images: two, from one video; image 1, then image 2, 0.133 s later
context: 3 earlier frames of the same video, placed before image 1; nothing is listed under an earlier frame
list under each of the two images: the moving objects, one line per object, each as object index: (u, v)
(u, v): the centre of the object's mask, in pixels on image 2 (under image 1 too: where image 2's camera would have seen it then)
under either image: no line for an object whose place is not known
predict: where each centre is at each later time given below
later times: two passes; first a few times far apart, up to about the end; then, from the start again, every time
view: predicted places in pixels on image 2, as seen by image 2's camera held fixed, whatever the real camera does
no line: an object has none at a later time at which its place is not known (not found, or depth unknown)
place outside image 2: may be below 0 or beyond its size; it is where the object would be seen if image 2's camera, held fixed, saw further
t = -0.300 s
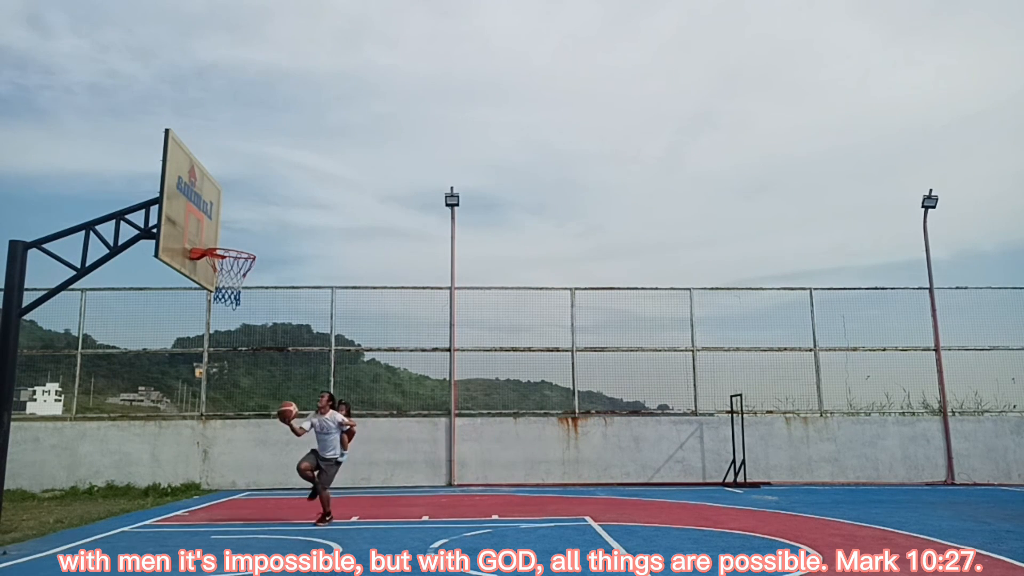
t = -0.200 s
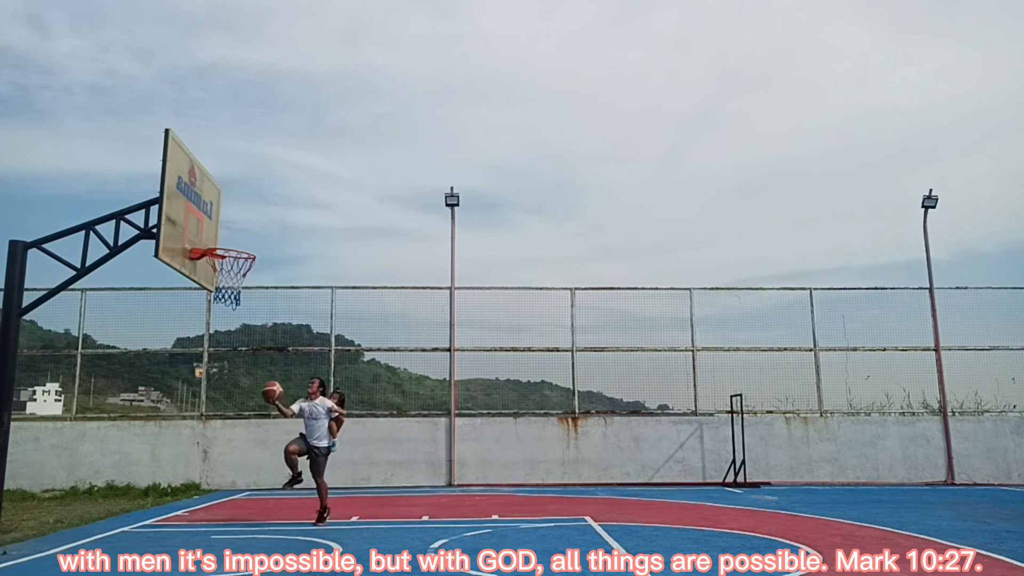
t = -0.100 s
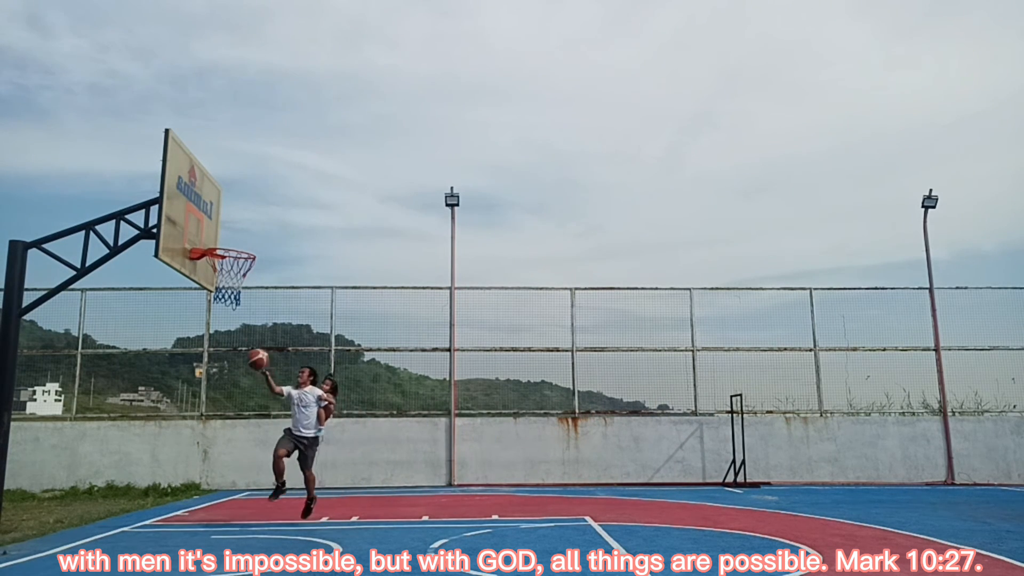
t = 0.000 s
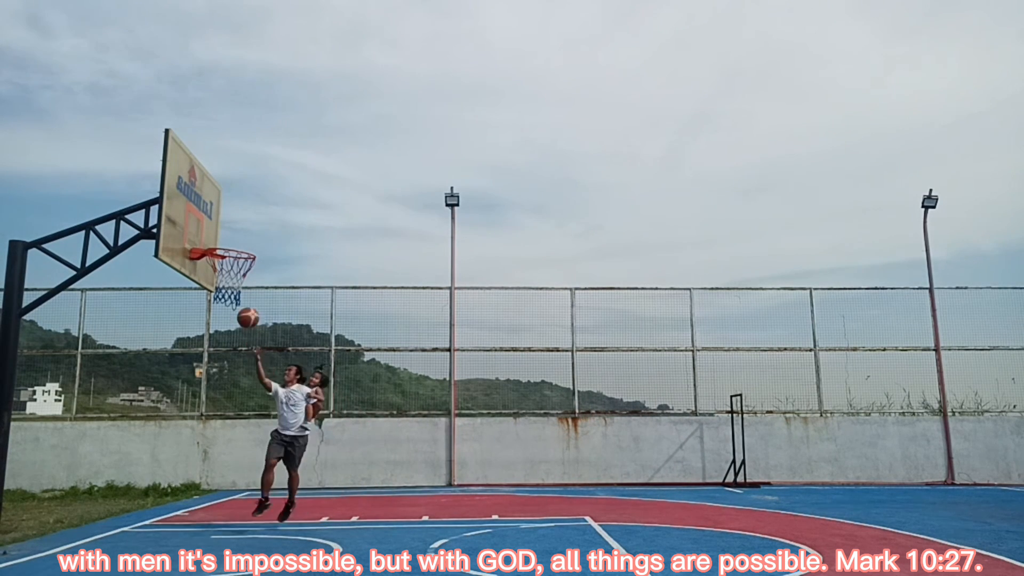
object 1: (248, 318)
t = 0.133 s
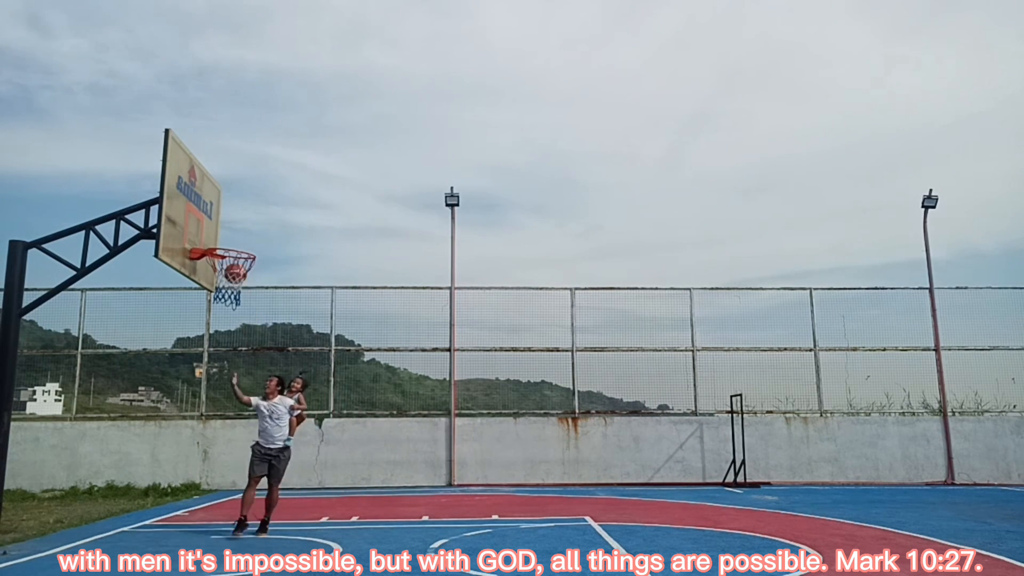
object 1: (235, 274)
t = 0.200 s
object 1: (228, 256)
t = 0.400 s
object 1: (222, 230)
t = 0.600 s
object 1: (233, 240)
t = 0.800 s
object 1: (232, 251)
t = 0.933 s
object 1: (231, 268)
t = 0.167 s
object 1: (231, 265)
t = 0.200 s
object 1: (228, 256)
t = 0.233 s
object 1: (225, 248)
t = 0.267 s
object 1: (221, 243)
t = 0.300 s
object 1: (217, 237)
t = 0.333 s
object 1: (218, 234)
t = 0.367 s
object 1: (220, 231)
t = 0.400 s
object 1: (222, 230)
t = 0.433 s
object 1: (224, 229)
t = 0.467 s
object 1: (226, 229)
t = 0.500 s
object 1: (227, 231)
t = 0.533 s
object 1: (229, 233)
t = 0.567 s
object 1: (231, 236)
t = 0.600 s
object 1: (233, 240)
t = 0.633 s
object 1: (234, 246)
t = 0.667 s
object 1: (234, 245)
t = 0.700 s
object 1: (233, 245)
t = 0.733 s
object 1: (233, 246)
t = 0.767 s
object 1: (233, 248)
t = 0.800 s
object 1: (232, 251)
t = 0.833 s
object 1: (232, 255)
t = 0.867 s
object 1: (231, 261)
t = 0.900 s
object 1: (231, 265)
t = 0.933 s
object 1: (231, 268)
